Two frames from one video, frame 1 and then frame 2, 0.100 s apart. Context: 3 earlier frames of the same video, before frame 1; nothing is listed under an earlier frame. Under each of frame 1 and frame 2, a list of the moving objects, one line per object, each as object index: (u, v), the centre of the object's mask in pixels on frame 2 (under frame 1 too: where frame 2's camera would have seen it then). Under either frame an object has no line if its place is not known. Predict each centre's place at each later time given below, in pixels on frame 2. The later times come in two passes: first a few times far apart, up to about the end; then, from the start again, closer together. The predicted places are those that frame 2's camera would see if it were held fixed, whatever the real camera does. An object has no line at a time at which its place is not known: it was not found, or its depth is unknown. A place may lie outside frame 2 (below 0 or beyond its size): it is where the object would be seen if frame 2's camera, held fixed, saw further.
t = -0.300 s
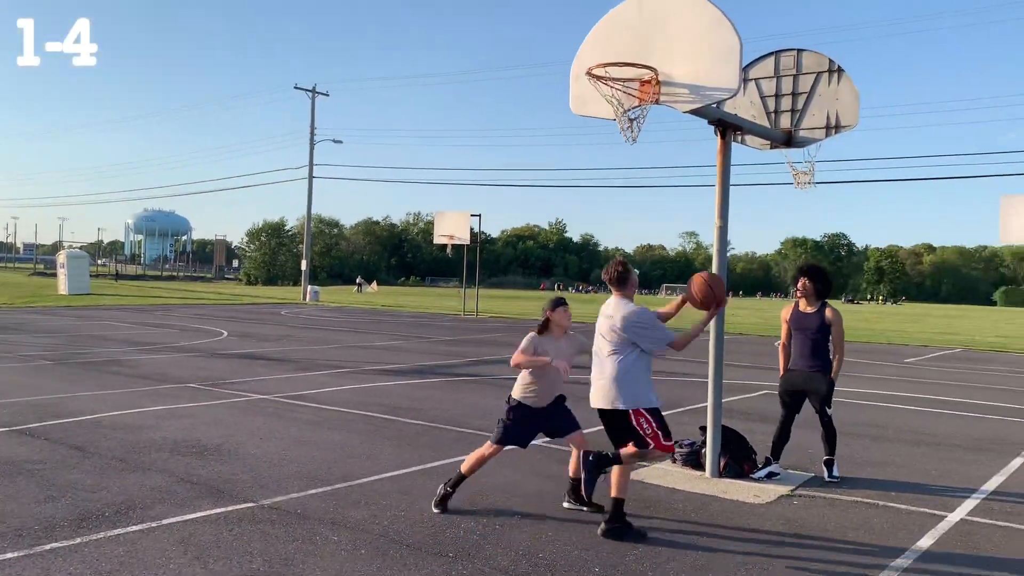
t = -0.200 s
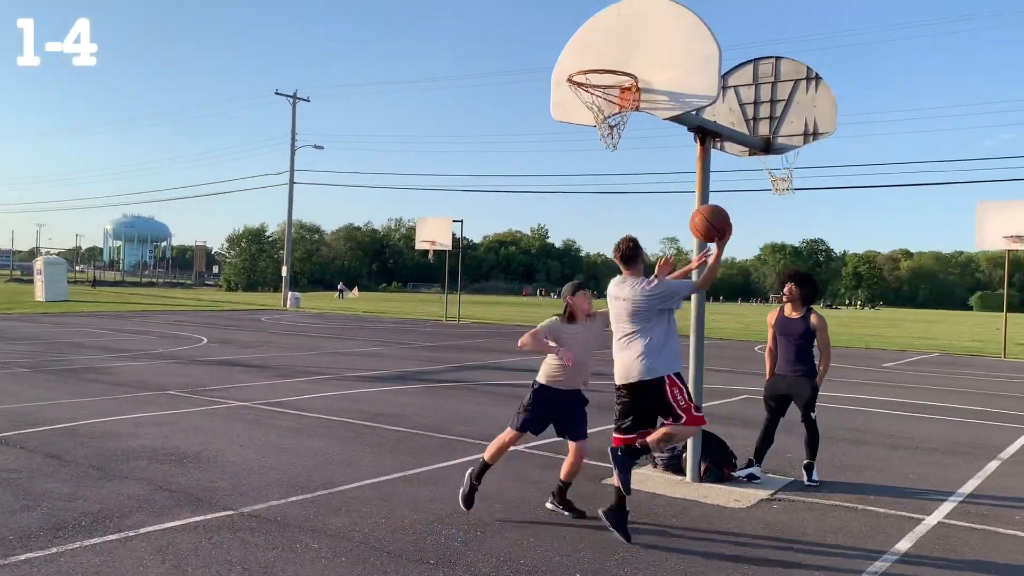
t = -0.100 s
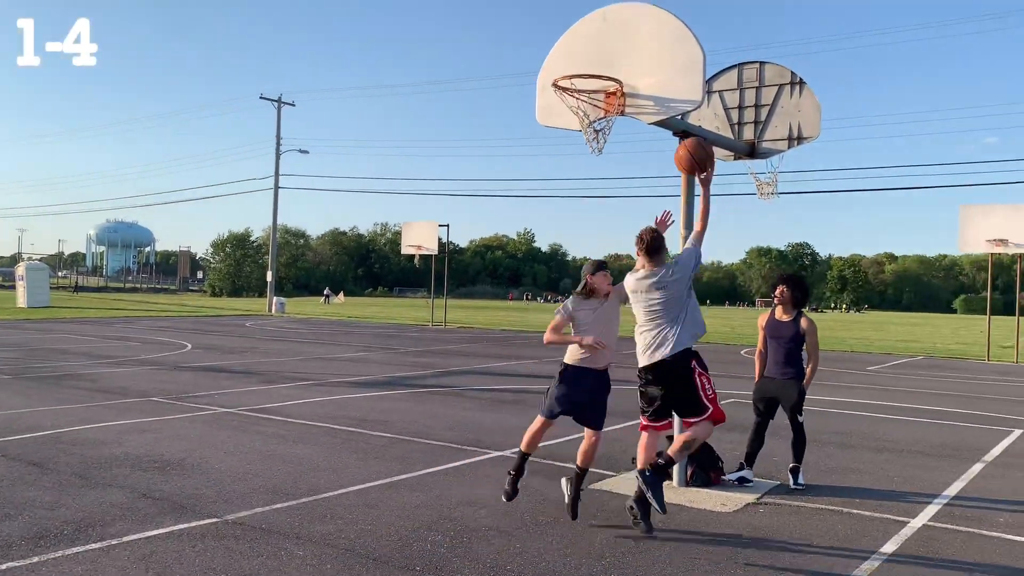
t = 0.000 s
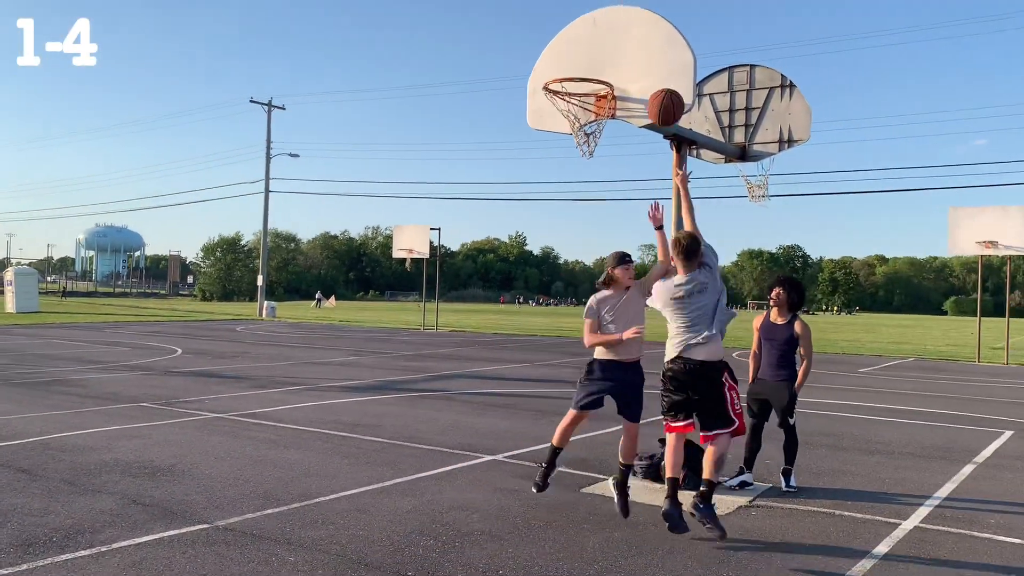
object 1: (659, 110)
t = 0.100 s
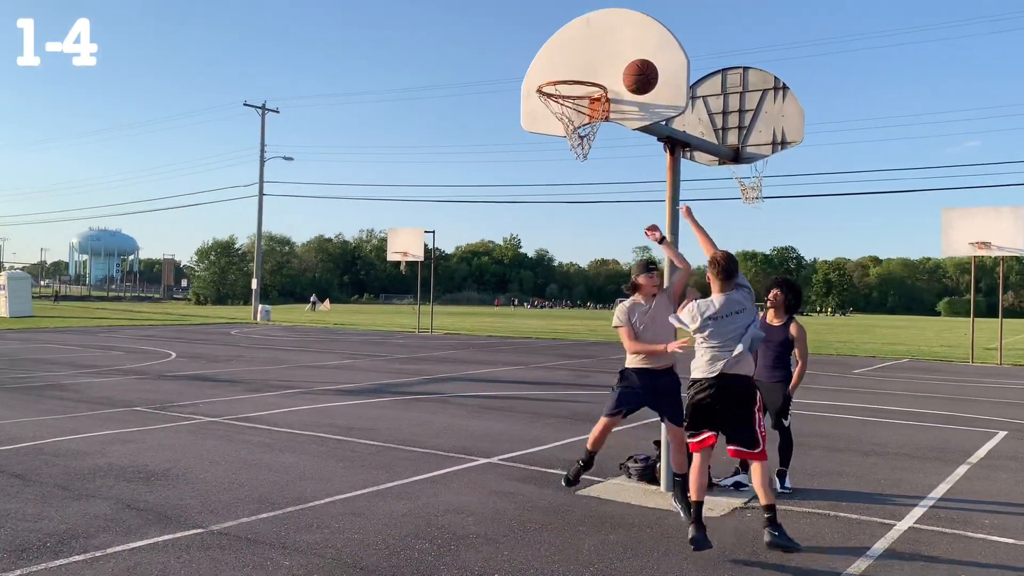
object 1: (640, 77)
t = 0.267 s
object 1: (608, 57)
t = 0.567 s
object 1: (565, 114)
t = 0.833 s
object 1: (580, 145)
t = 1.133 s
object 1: (566, 152)
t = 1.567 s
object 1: (575, 281)
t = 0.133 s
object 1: (635, 69)
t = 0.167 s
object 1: (629, 64)
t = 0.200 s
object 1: (624, 61)
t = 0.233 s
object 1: (616, 58)
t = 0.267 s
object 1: (608, 57)
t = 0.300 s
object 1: (600, 58)
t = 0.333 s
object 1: (592, 60)
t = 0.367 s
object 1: (584, 63)
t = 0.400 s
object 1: (576, 67)
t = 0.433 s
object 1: (568, 75)
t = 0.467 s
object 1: (560, 84)
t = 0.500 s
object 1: (557, 97)
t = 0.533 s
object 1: (561, 104)
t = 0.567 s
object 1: (565, 114)
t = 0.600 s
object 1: (570, 123)
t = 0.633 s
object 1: (571, 131)
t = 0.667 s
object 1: (577, 140)
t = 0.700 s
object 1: (579, 146)
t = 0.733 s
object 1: (581, 146)
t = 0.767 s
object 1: (582, 144)
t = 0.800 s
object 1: (580, 145)
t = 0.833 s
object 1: (580, 145)
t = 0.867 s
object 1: (579, 146)
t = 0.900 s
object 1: (578, 147)
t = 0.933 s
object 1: (578, 147)
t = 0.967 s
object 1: (575, 149)
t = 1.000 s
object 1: (570, 152)
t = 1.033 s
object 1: (567, 152)
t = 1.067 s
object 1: (566, 152)
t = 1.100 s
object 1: (565, 152)
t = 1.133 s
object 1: (566, 152)
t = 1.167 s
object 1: (566, 153)
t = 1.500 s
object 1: (572, 243)
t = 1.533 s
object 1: (572, 262)
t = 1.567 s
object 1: (575, 281)
